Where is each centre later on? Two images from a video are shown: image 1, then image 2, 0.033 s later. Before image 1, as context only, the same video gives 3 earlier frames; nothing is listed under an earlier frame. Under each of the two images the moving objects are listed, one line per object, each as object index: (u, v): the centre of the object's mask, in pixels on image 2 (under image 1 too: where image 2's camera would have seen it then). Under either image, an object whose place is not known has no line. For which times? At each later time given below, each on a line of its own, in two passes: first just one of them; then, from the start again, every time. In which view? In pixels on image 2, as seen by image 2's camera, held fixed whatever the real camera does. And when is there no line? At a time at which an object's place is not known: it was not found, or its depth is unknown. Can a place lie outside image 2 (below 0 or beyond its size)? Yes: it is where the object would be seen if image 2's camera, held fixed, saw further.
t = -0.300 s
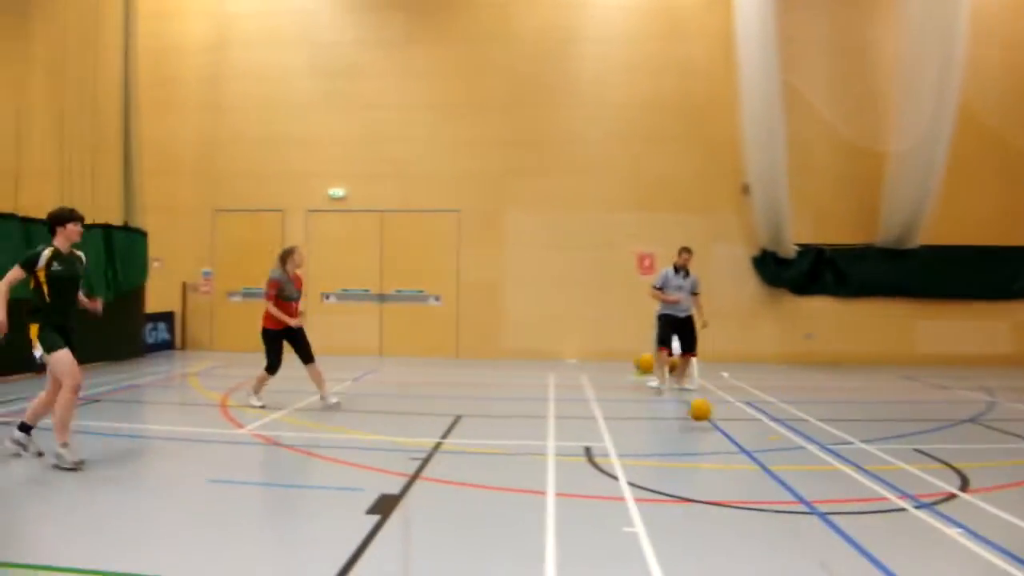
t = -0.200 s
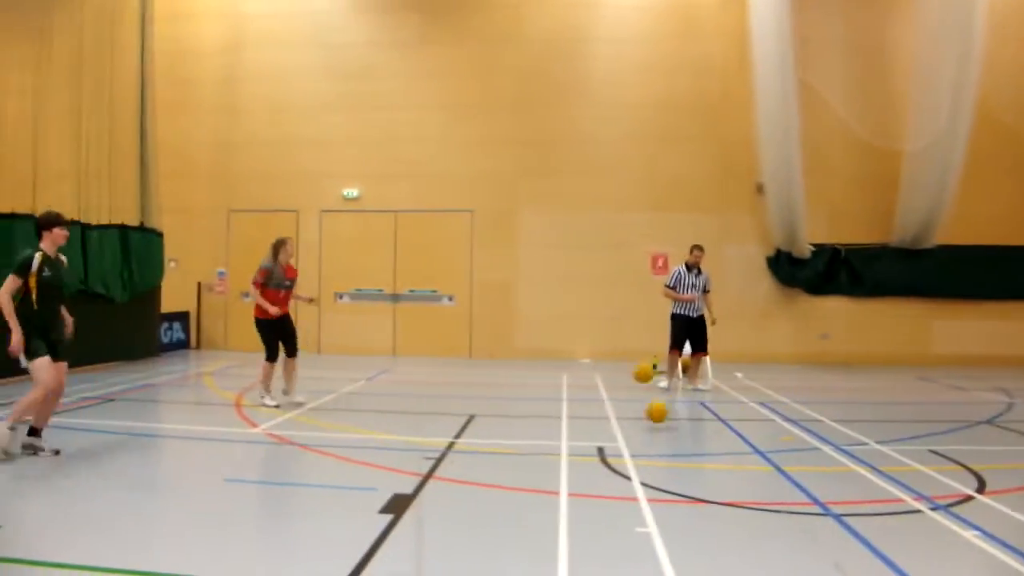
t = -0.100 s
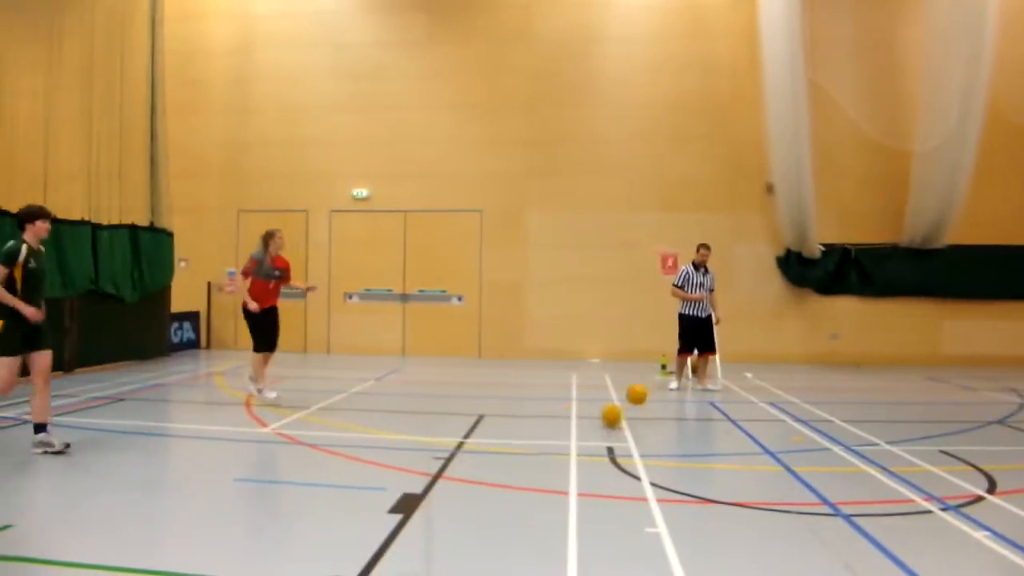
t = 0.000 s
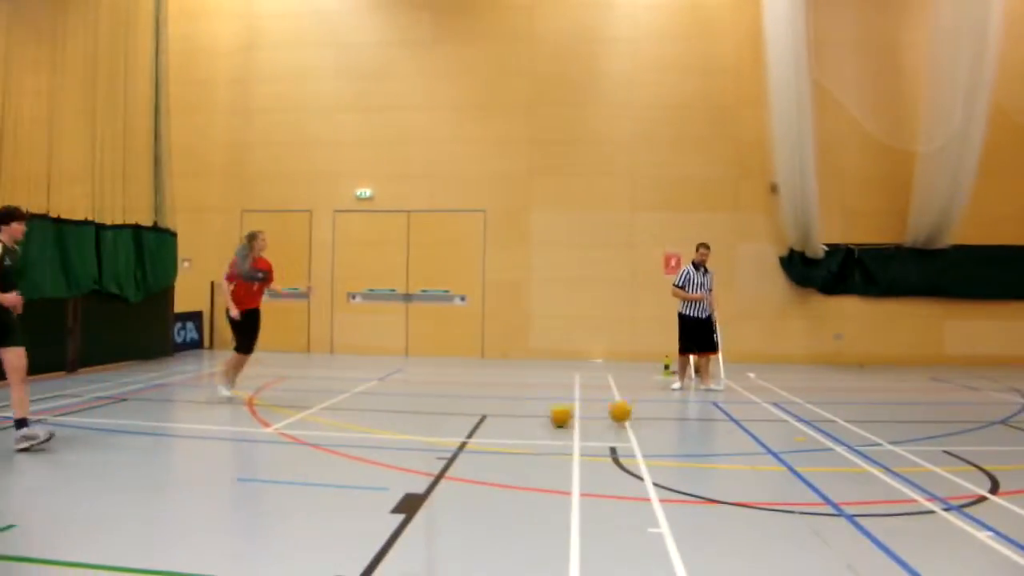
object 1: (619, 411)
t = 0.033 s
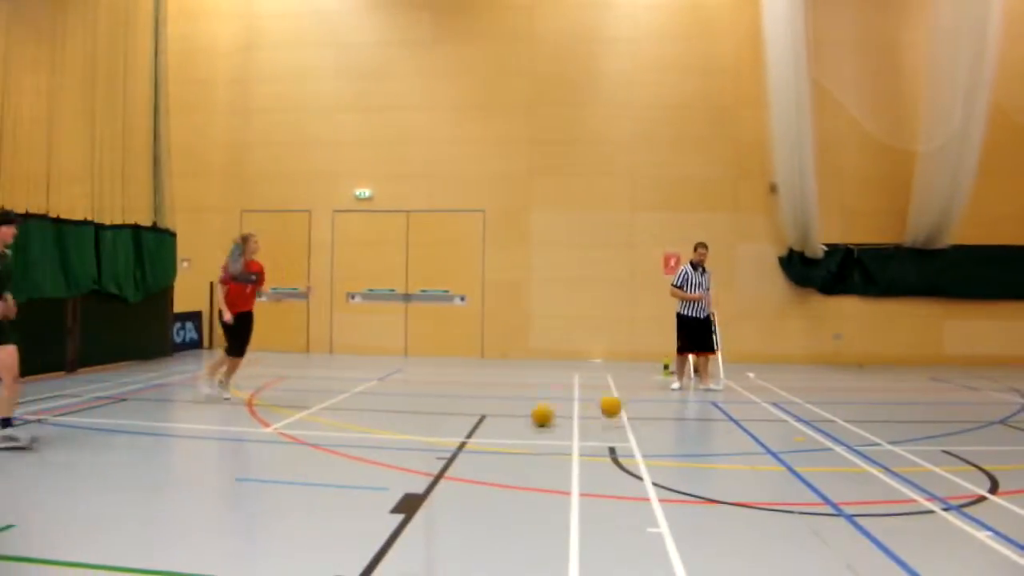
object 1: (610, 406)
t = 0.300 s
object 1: (542, 401)
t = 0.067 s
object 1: (602, 401)
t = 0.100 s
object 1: (594, 397)
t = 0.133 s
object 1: (585, 395)
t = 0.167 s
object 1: (577, 394)
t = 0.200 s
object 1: (567, 393)
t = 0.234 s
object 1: (559, 395)
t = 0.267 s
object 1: (551, 398)
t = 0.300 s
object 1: (542, 401)
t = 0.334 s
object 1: (533, 407)
